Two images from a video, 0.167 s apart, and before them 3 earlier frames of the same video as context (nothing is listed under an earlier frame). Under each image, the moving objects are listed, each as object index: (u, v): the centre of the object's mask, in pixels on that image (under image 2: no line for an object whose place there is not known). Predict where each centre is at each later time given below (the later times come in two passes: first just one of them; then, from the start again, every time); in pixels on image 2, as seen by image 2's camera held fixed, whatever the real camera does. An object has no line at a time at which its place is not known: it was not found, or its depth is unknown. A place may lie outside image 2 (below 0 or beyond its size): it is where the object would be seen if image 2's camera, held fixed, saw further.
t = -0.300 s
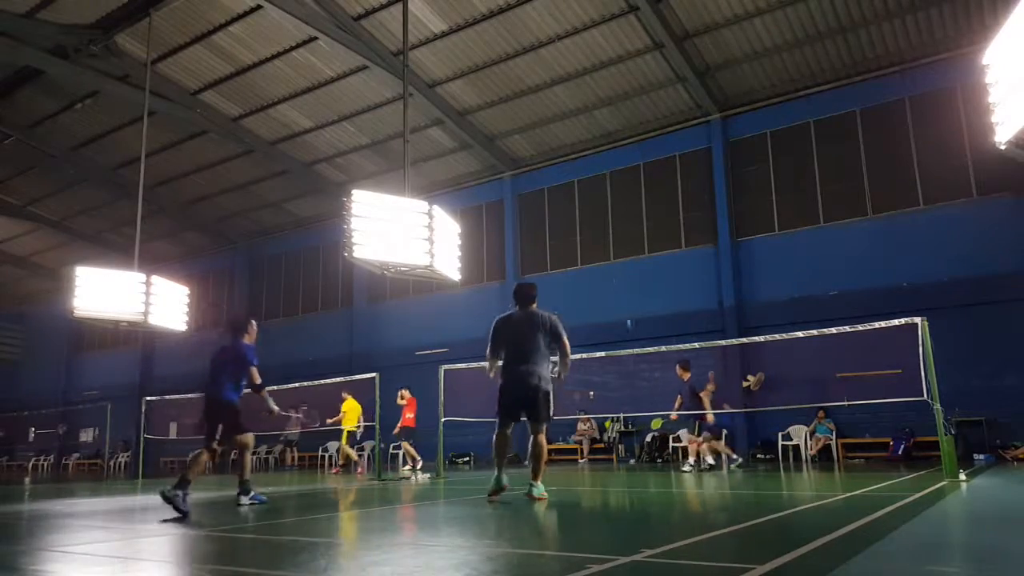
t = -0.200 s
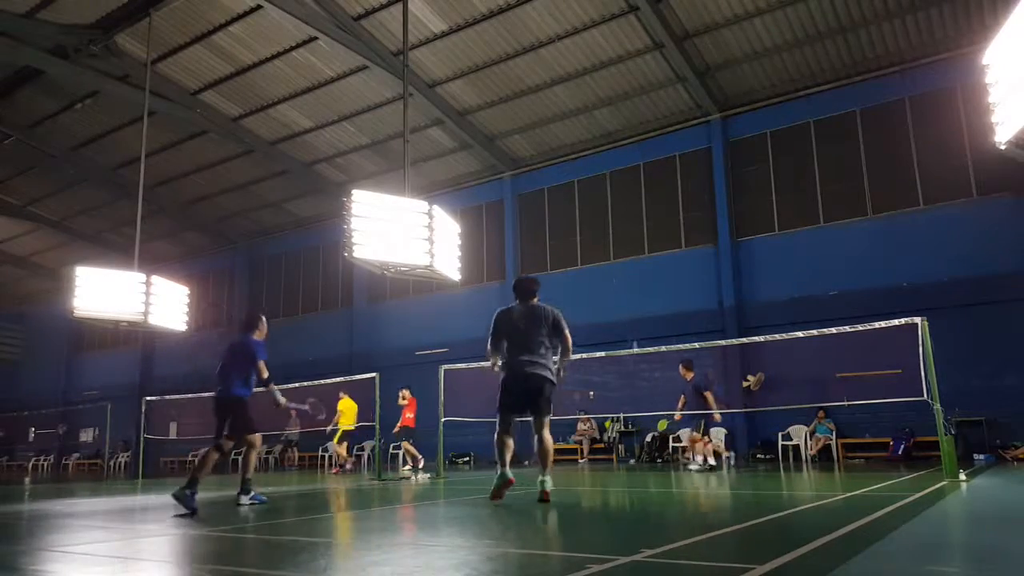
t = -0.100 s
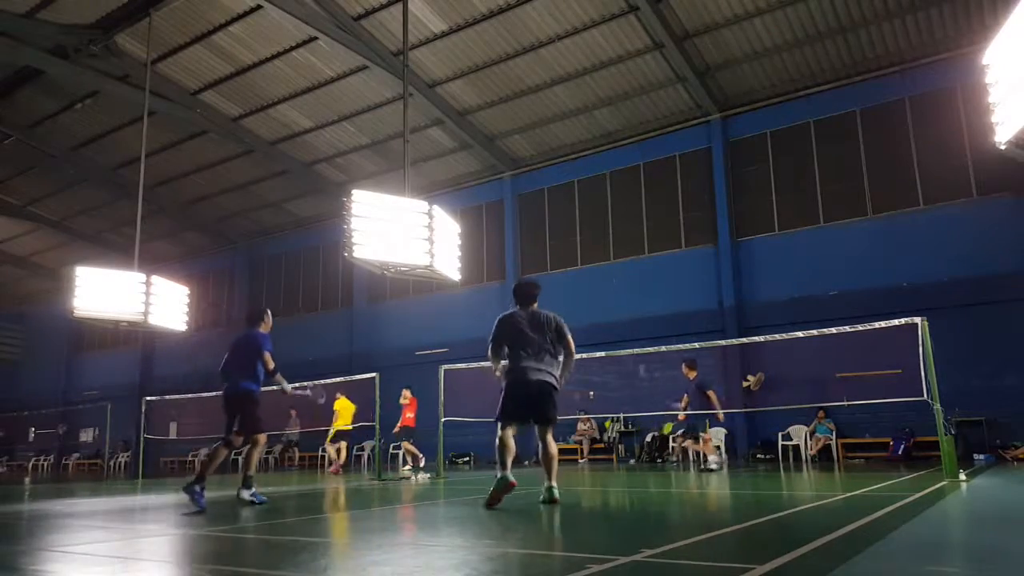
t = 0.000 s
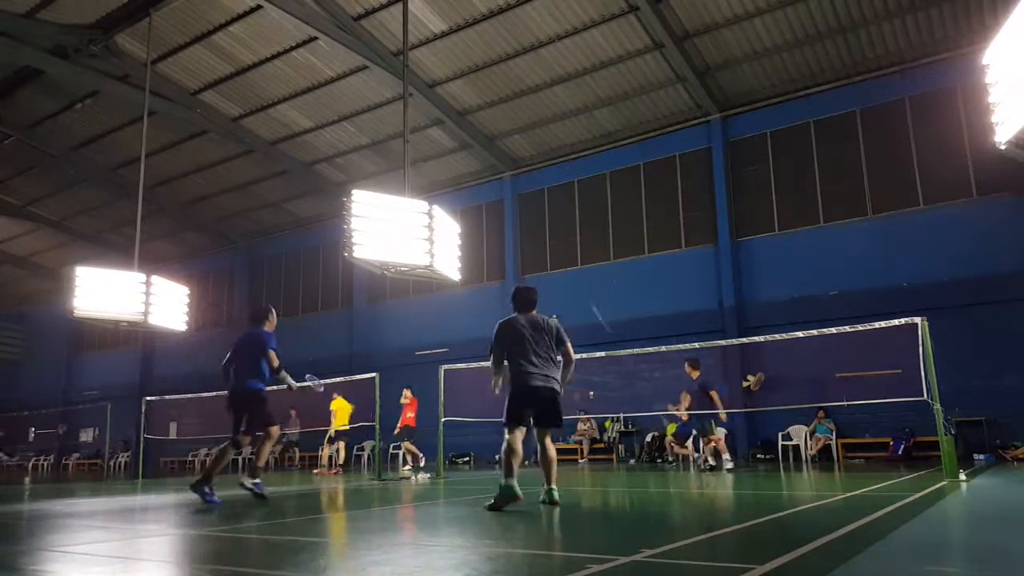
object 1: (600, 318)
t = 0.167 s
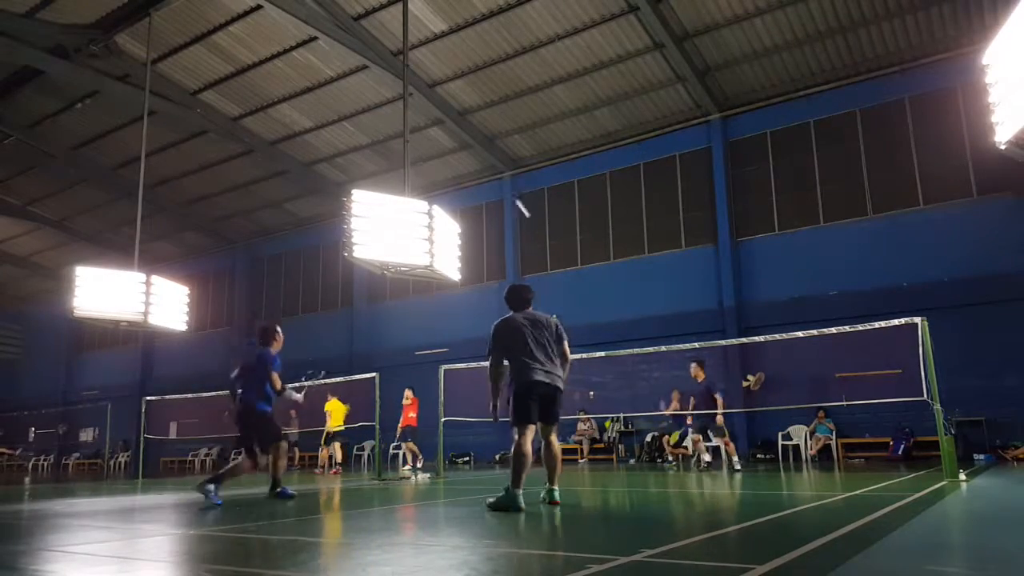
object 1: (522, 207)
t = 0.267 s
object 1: (487, 165)
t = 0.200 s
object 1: (510, 191)
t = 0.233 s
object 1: (499, 178)
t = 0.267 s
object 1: (487, 165)
